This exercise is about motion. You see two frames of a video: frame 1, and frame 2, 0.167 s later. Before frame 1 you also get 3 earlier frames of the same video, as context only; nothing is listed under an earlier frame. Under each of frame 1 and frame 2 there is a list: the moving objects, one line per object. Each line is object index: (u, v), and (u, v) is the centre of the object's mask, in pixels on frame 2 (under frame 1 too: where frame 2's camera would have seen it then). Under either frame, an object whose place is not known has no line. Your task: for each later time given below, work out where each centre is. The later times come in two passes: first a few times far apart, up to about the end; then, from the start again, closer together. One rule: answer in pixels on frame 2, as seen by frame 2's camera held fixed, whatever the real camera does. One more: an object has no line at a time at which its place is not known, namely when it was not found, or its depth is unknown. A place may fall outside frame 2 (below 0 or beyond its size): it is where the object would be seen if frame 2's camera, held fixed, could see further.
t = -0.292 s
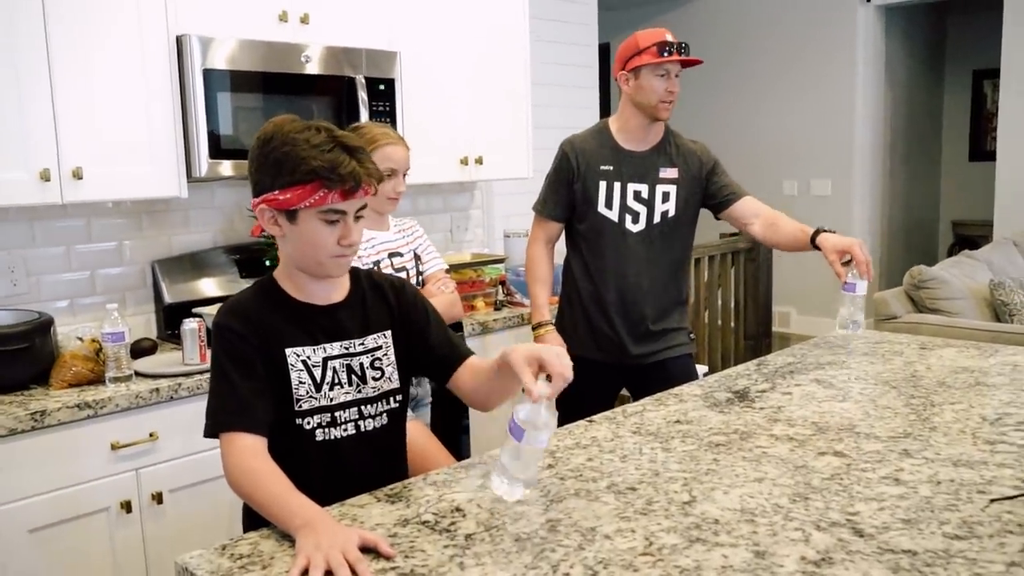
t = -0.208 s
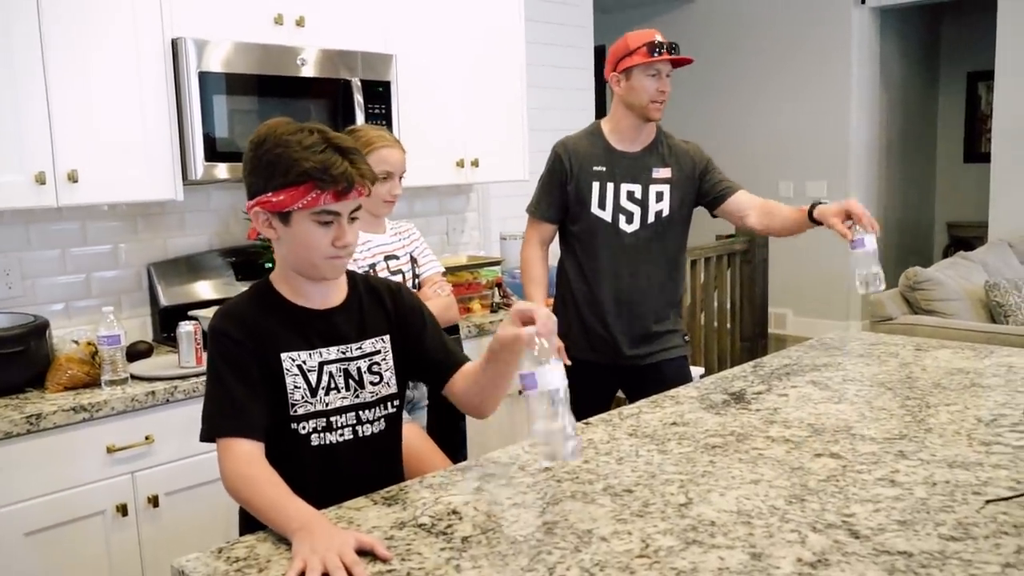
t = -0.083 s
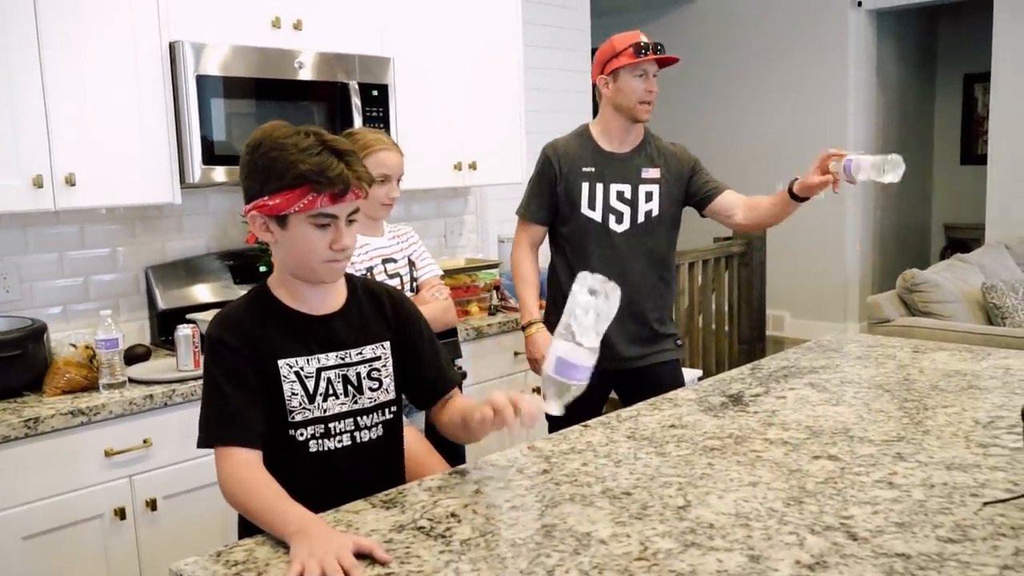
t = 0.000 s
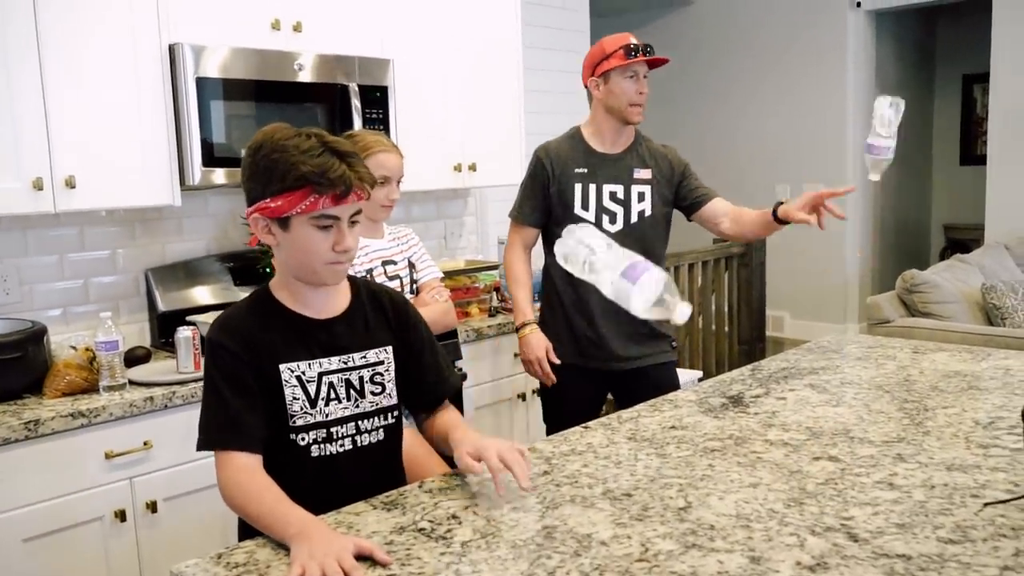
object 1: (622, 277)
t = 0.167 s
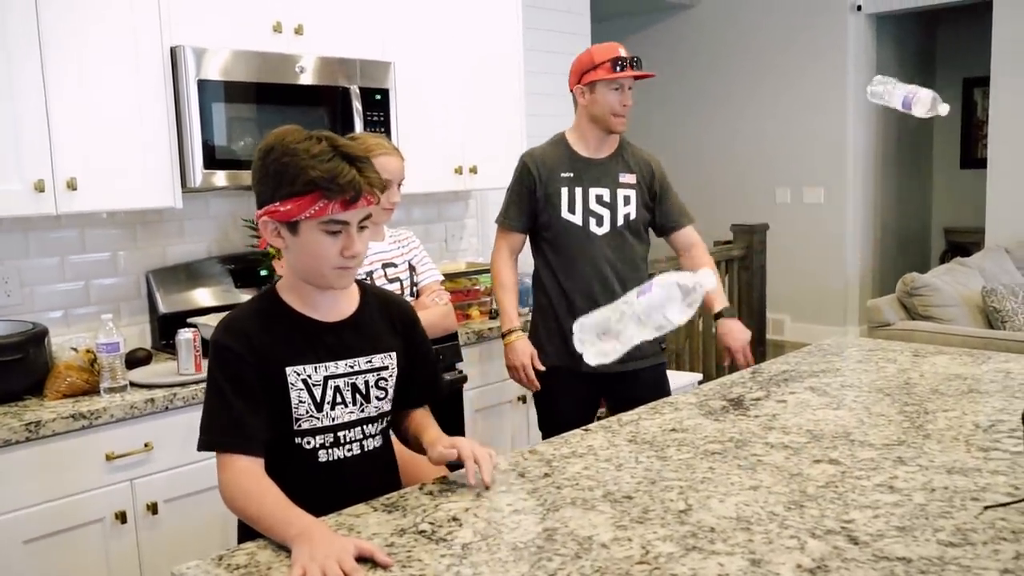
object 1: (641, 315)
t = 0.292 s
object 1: (656, 492)
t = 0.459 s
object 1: (693, 526)
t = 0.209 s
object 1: (646, 360)
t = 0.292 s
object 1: (656, 492)
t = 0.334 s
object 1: (668, 512)
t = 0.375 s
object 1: (674, 515)
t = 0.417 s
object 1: (682, 519)
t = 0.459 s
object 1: (693, 526)
